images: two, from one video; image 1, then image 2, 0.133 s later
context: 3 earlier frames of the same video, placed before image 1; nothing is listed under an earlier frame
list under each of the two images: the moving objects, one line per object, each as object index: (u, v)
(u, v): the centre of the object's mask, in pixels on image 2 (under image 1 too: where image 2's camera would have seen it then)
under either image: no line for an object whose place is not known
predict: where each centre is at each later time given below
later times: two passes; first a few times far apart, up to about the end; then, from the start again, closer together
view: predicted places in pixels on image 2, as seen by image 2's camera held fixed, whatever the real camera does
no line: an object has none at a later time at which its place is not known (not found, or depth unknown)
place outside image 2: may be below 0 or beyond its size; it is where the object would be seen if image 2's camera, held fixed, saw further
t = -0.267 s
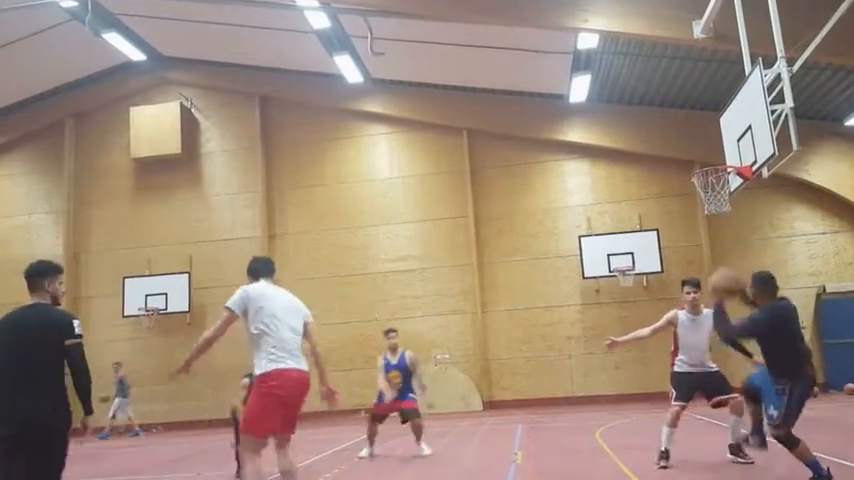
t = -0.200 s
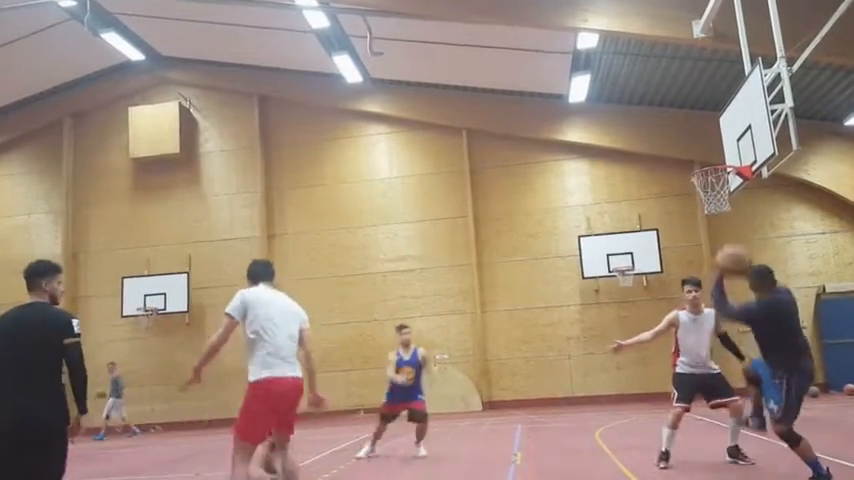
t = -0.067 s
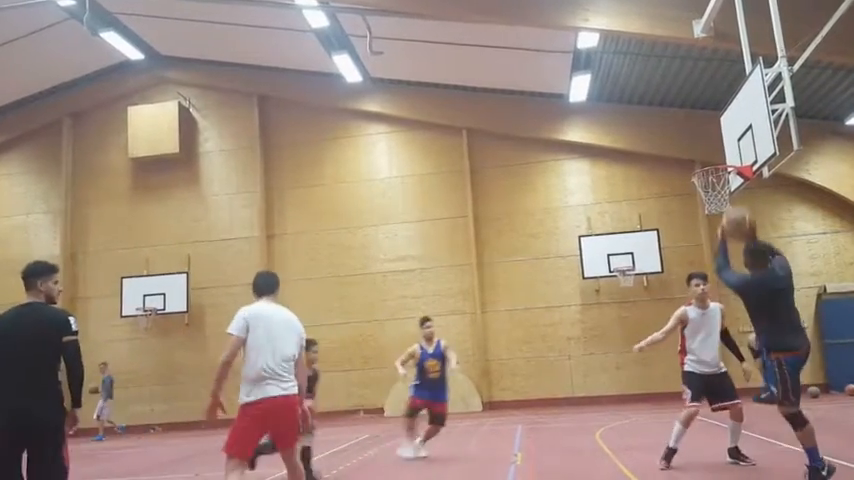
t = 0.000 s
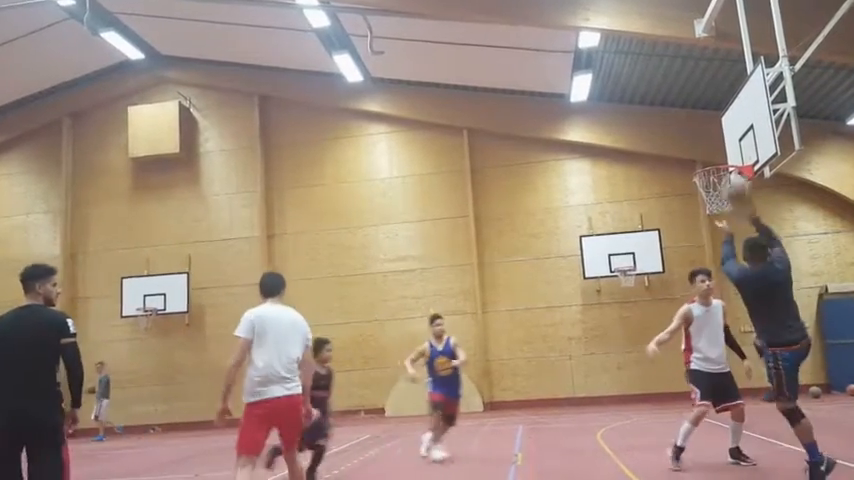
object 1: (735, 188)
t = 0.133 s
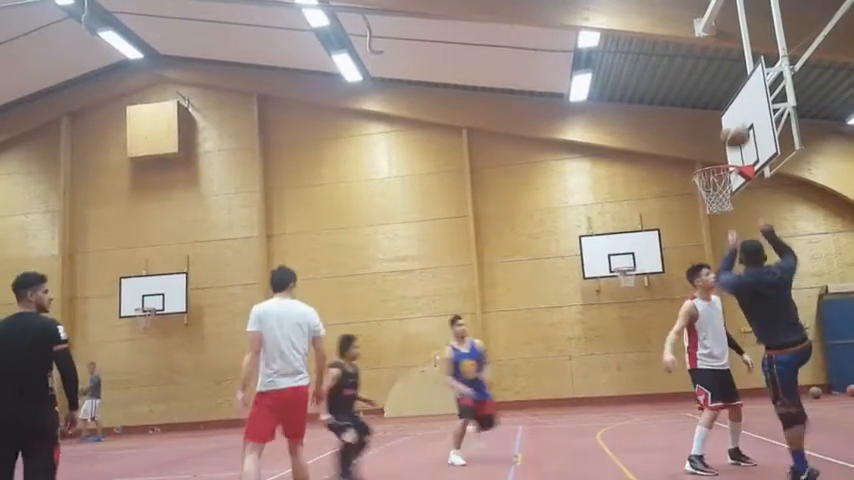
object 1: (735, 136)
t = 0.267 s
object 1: (733, 106)
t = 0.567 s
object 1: (741, 107)
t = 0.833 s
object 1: (716, 158)
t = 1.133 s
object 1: (697, 230)
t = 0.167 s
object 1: (735, 127)
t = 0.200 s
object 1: (734, 117)
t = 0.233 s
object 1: (733, 111)
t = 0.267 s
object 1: (733, 106)
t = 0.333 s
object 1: (735, 99)
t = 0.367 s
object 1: (735, 97)
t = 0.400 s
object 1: (736, 97)
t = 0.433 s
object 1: (737, 97)
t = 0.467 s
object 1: (738, 98)
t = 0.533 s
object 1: (740, 103)
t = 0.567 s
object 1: (741, 107)
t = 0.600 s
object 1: (743, 113)
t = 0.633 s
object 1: (740, 118)
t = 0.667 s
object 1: (736, 123)
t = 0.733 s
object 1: (727, 137)
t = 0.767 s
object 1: (723, 143)
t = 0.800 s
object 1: (720, 152)
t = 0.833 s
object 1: (716, 158)
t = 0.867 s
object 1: (712, 170)
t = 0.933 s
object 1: (708, 189)
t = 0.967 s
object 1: (703, 196)
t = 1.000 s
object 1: (702, 199)
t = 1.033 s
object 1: (703, 205)
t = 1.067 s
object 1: (704, 213)
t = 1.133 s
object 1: (697, 230)
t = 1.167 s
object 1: (696, 239)
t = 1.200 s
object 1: (695, 250)
